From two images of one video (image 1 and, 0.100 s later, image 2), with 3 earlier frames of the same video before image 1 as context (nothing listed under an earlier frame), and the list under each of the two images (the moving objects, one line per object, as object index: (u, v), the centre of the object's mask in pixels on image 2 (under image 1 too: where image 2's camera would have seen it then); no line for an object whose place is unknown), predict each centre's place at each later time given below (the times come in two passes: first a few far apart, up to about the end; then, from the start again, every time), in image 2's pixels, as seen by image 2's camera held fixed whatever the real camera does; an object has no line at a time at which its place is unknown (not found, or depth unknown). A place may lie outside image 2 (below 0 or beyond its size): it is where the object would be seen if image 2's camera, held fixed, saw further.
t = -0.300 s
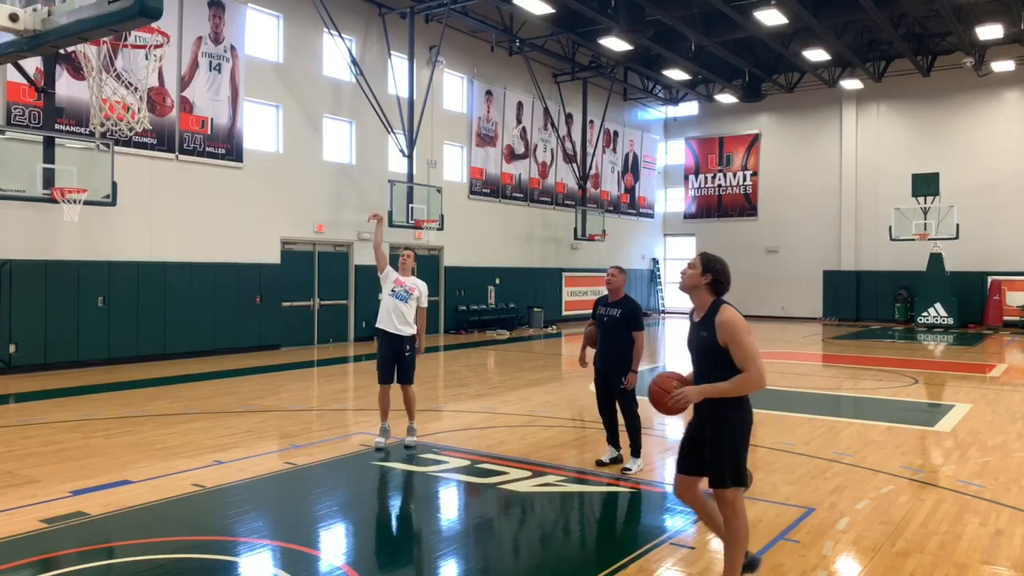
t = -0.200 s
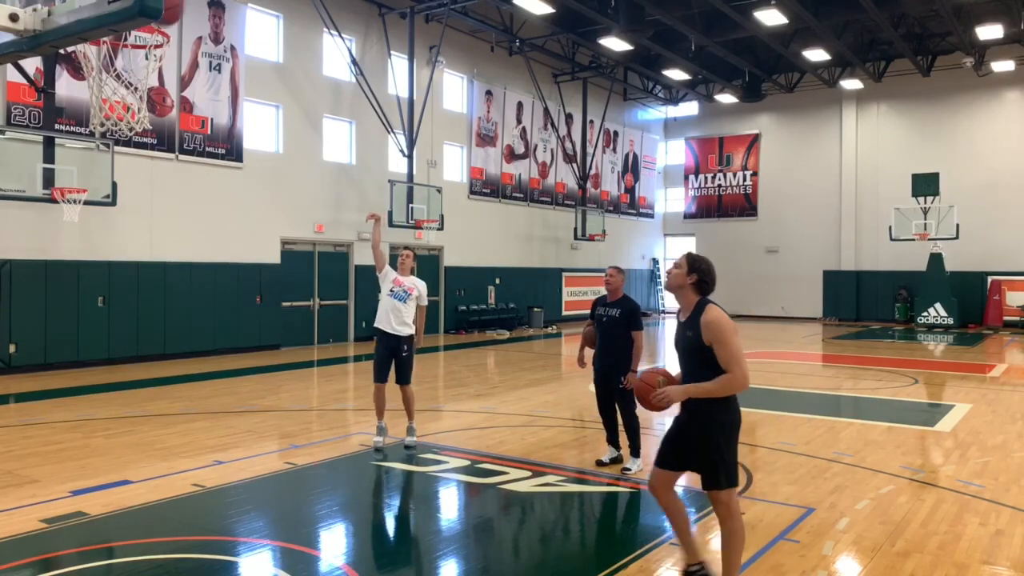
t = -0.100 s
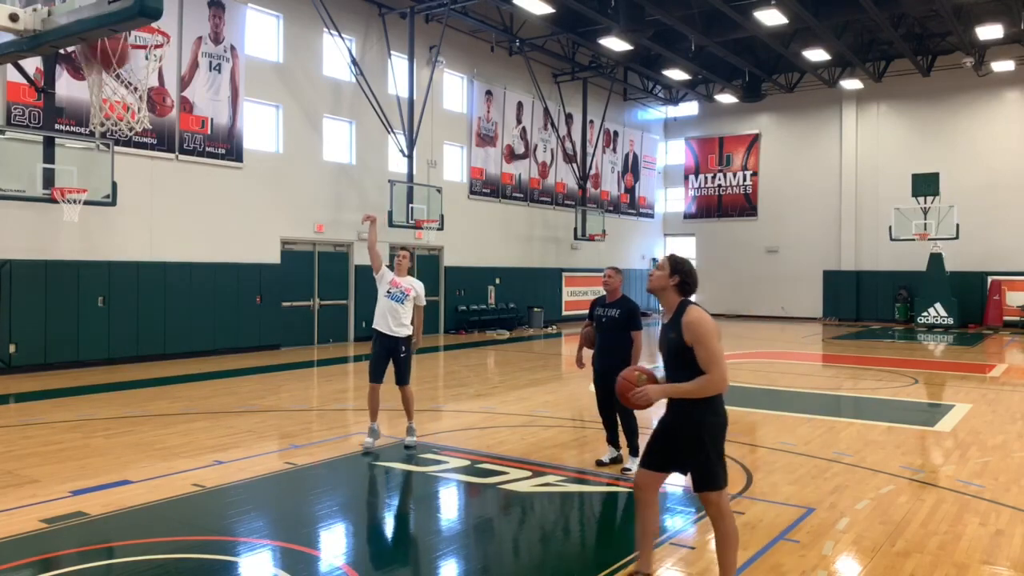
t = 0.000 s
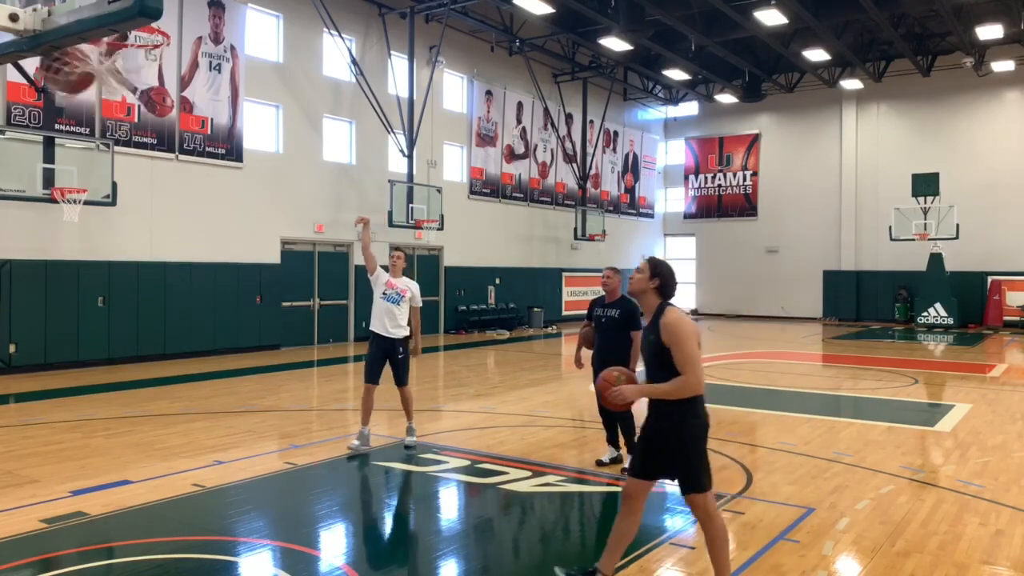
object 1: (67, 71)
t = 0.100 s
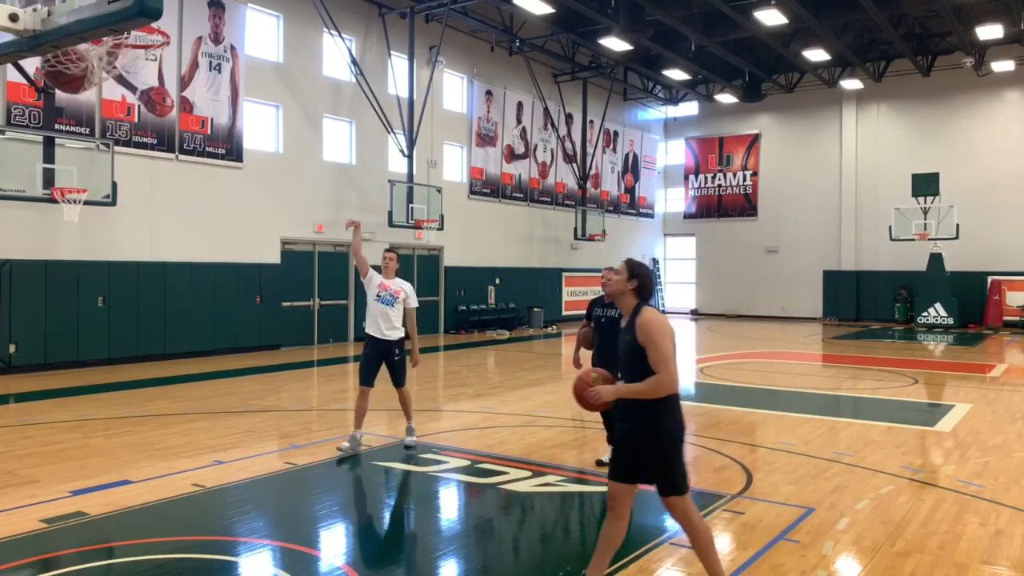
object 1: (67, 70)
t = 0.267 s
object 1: (86, 89)
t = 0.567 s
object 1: (161, 207)
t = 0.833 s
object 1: (217, 445)
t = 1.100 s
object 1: (255, 454)
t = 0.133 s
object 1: (69, 71)
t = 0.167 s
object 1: (73, 74)
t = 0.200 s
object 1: (83, 74)
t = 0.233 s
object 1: (81, 79)
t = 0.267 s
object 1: (86, 89)
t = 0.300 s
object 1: (103, 90)
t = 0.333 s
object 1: (112, 99)
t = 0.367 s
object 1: (118, 110)
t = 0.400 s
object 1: (123, 119)
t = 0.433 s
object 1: (133, 142)
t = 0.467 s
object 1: (140, 151)
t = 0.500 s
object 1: (147, 170)
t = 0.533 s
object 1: (154, 187)
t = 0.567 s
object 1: (161, 207)
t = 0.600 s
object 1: (168, 230)
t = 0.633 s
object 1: (176, 256)
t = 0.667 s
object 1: (183, 284)
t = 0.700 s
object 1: (190, 311)
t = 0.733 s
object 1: (196, 341)
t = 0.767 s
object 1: (203, 374)
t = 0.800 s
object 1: (210, 409)
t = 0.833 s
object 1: (217, 445)
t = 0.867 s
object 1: (224, 485)
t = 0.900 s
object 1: (230, 523)
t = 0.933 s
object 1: (235, 564)
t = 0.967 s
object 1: (240, 562)
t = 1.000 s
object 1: (244, 532)
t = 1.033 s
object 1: (248, 504)
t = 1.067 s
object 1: (251, 479)
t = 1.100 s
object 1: (255, 454)
